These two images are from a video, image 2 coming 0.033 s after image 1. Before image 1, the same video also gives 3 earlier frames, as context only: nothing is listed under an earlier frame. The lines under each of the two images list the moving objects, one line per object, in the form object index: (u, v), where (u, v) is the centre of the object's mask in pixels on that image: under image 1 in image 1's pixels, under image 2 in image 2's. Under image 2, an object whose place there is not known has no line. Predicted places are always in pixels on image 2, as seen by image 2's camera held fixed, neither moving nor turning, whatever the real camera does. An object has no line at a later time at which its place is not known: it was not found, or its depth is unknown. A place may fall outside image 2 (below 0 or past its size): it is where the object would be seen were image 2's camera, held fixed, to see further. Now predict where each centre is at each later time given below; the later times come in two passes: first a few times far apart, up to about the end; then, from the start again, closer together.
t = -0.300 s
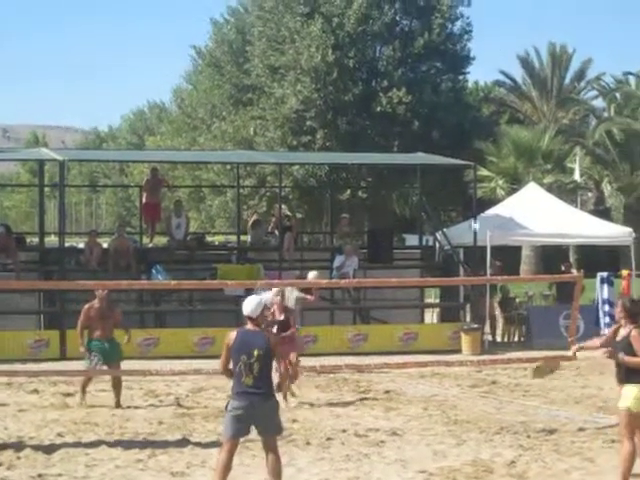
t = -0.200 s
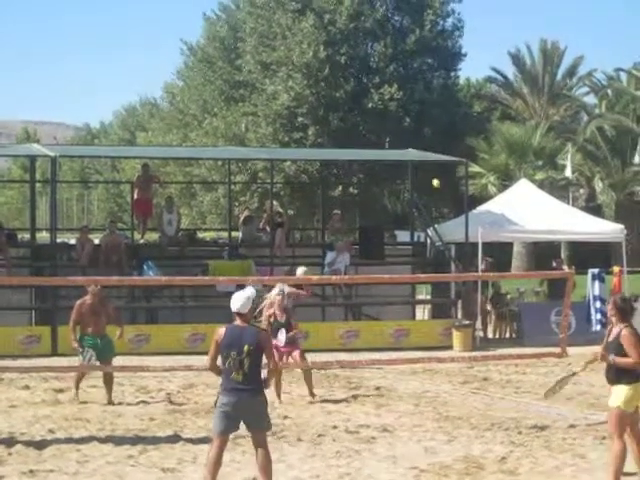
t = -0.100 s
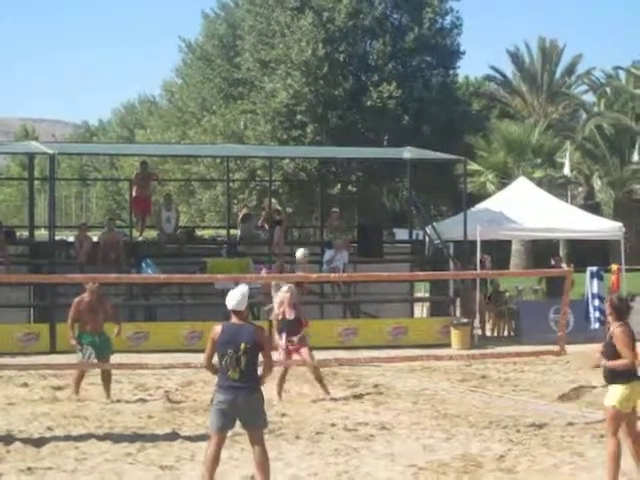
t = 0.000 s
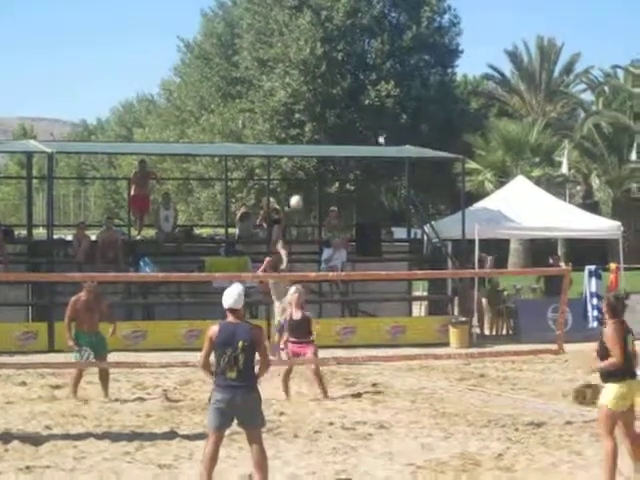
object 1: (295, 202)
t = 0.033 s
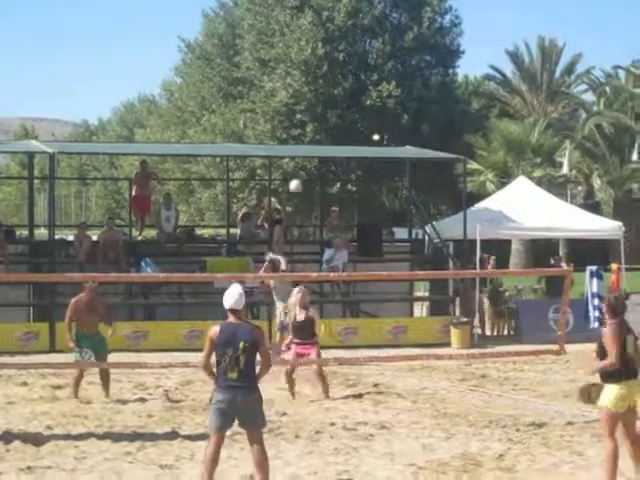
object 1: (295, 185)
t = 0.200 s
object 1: (283, 117)
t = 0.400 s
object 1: (268, 62)
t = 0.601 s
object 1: (254, 32)
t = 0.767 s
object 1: (242, 23)
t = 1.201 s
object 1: (214, 59)
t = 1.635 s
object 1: (184, 162)
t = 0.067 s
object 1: (293, 171)
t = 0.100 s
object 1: (289, 155)
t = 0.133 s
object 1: (287, 140)
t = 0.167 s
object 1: (284, 129)
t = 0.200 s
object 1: (283, 117)
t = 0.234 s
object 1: (279, 105)
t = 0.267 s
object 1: (278, 95)
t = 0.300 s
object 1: (275, 86)
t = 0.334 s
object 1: (273, 78)
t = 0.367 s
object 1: (271, 69)
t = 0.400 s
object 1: (268, 62)
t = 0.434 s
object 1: (267, 56)
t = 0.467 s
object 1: (263, 48)
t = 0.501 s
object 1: (262, 44)
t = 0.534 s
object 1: (259, 39)
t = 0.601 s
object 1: (254, 32)
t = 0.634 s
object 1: (252, 27)
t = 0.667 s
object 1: (249, 26)
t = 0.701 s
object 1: (246, 24)
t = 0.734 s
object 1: (244, 24)
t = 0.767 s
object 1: (242, 23)
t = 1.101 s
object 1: (219, 44)
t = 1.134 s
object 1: (216, 49)
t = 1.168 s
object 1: (215, 52)
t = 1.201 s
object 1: (214, 59)
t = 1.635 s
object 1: (184, 162)
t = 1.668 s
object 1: (182, 172)
